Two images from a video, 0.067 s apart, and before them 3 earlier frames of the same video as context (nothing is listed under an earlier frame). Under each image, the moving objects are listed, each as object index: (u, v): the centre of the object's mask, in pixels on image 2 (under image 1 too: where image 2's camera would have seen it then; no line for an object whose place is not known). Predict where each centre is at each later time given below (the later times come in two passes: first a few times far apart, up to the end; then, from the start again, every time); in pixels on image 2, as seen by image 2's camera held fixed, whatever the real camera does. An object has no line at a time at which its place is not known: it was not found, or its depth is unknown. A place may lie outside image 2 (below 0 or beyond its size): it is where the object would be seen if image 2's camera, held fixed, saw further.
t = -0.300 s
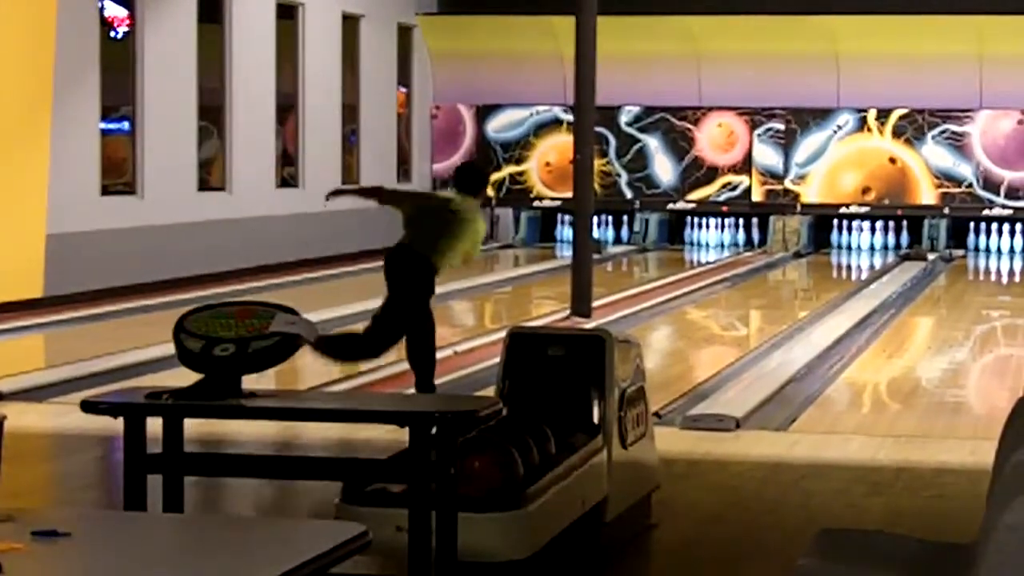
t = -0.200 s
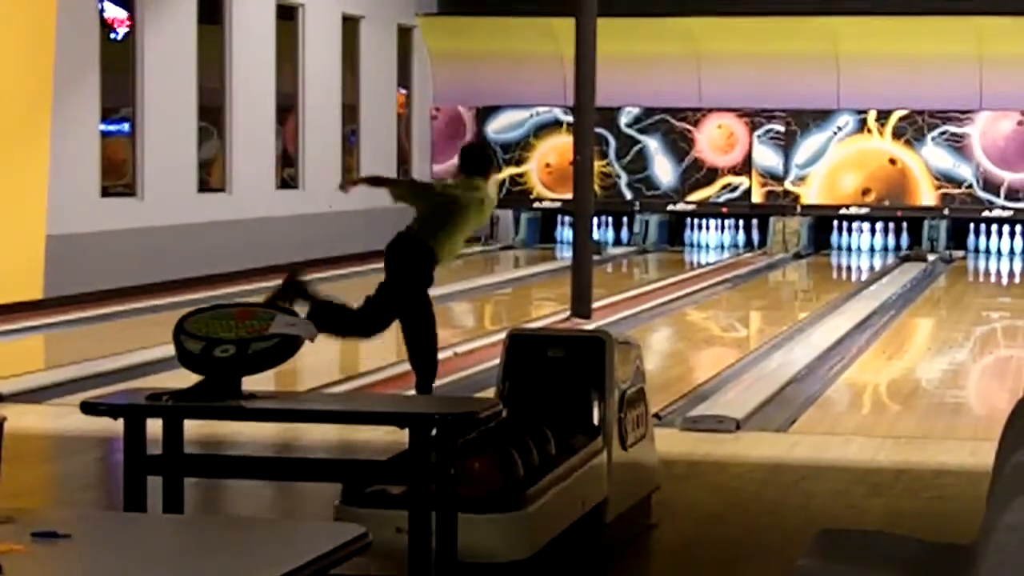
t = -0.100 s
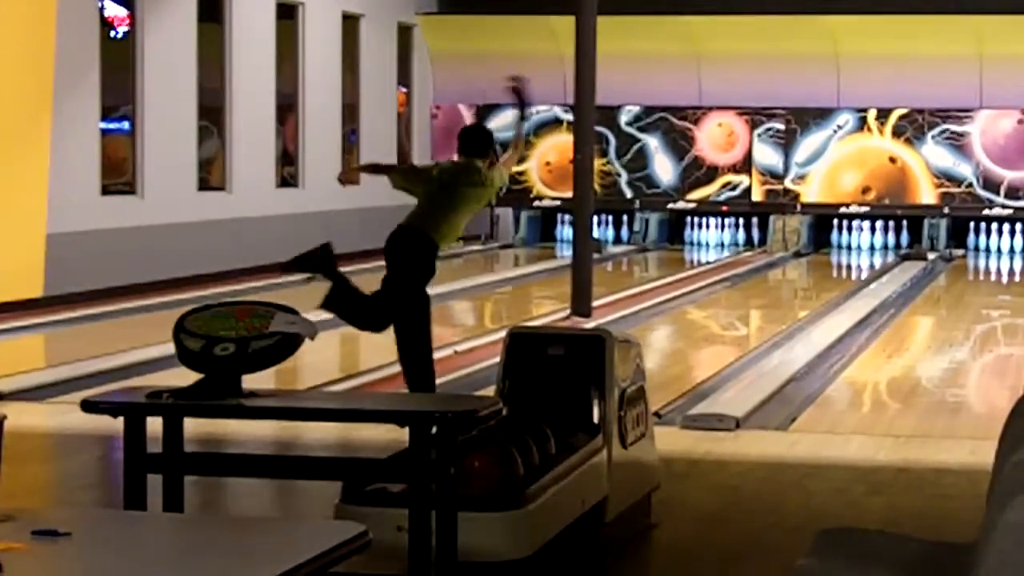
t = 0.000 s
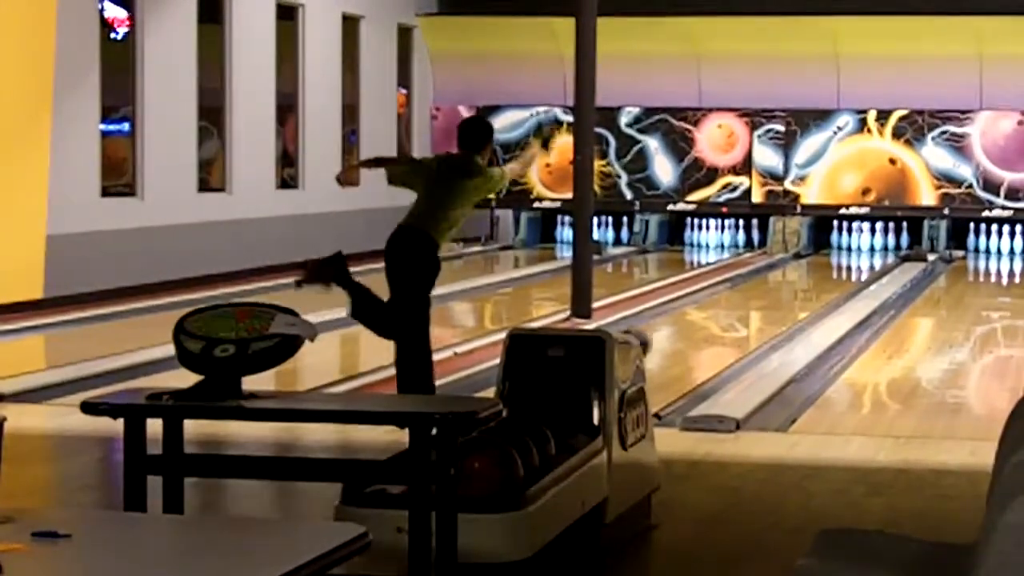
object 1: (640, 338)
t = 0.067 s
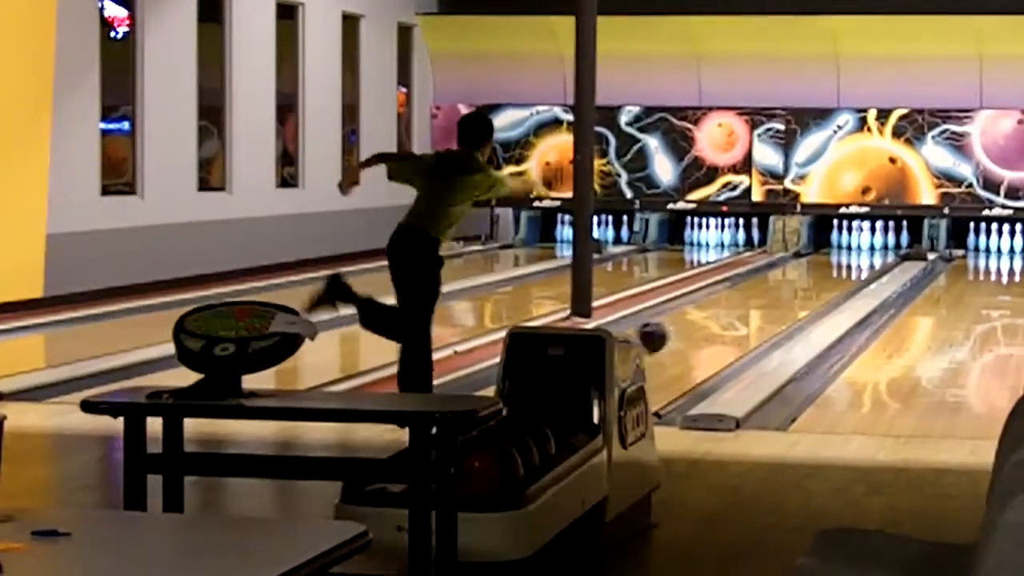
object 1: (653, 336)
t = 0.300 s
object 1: (709, 317)
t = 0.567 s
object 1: (758, 299)
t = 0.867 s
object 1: (801, 283)
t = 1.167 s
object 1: (832, 270)
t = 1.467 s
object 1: (852, 260)
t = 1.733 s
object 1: (863, 253)
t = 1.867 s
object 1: (865, 250)
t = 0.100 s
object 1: (662, 333)
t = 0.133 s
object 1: (671, 330)
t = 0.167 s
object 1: (678, 327)
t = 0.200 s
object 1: (686, 325)
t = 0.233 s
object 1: (694, 321)
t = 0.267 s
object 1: (702, 319)
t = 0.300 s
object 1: (709, 317)
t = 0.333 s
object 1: (716, 315)
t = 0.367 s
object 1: (723, 312)
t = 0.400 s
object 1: (729, 309)
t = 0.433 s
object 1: (735, 307)
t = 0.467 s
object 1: (742, 305)
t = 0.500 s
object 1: (747, 304)
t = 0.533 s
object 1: (753, 301)
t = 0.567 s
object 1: (758, 299)
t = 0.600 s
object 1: (764, 297)
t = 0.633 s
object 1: (770, 294)
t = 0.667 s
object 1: (775, 293)
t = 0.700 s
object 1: (779, 291)
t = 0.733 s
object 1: (784, 290)
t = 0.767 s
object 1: (788, 287)
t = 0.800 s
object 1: (793, 286)
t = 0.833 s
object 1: (797, 284)
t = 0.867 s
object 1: (801, 283)
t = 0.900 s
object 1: (805, 282)
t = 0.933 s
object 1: (809, 280)
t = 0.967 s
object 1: (812, 279)
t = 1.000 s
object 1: (816, 278)
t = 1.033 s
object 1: (819, 277)
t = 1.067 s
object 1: (822, 276)
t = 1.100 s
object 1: (826, 274)
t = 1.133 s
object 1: (829, 272)
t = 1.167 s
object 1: (832, 270)
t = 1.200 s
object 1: (835, 269)
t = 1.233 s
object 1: (837, 268)
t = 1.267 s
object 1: (839, 267)
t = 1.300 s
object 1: (842, 266)
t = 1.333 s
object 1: (844, 265)
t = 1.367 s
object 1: (846, 264)
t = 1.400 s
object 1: (848, 263)
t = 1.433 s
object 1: (850, 261)
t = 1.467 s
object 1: (852, 260)
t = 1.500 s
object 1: (853, 259)
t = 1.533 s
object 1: (855, 258)
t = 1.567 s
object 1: (857, 257)
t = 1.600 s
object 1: (858, 256)
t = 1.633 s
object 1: (859, 255)
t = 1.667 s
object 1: (862, 254)
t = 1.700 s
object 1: (862, 254)
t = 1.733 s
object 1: (863, 253)
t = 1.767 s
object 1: (863, 252)
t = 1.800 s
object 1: (864, 252)
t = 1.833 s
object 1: (865, 251)
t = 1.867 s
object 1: (865, 250)
